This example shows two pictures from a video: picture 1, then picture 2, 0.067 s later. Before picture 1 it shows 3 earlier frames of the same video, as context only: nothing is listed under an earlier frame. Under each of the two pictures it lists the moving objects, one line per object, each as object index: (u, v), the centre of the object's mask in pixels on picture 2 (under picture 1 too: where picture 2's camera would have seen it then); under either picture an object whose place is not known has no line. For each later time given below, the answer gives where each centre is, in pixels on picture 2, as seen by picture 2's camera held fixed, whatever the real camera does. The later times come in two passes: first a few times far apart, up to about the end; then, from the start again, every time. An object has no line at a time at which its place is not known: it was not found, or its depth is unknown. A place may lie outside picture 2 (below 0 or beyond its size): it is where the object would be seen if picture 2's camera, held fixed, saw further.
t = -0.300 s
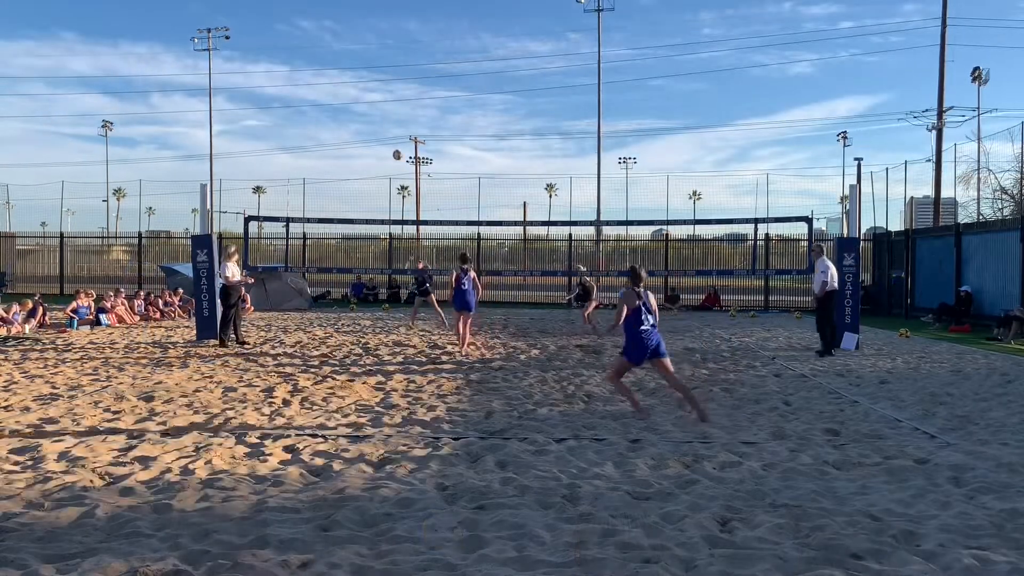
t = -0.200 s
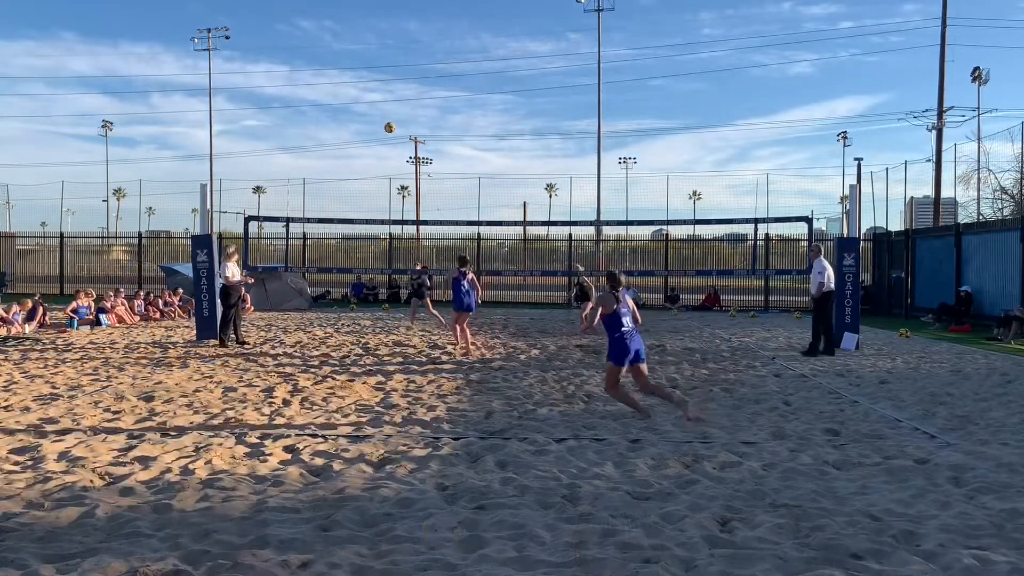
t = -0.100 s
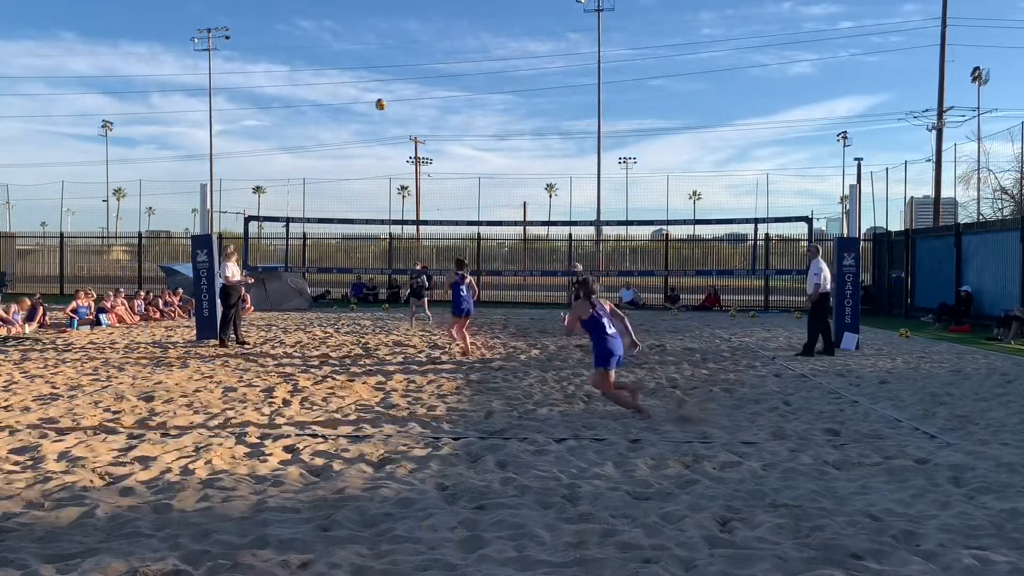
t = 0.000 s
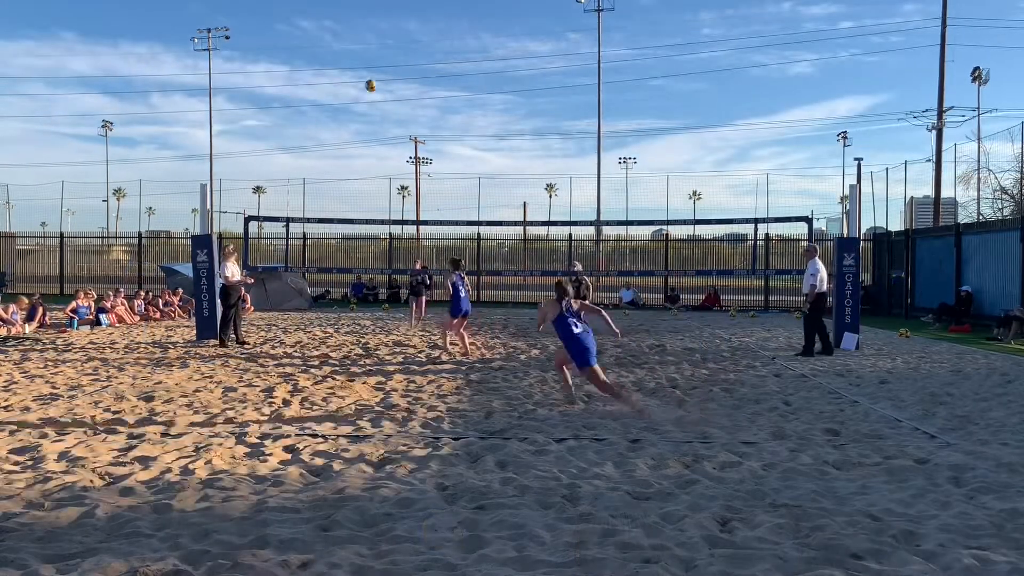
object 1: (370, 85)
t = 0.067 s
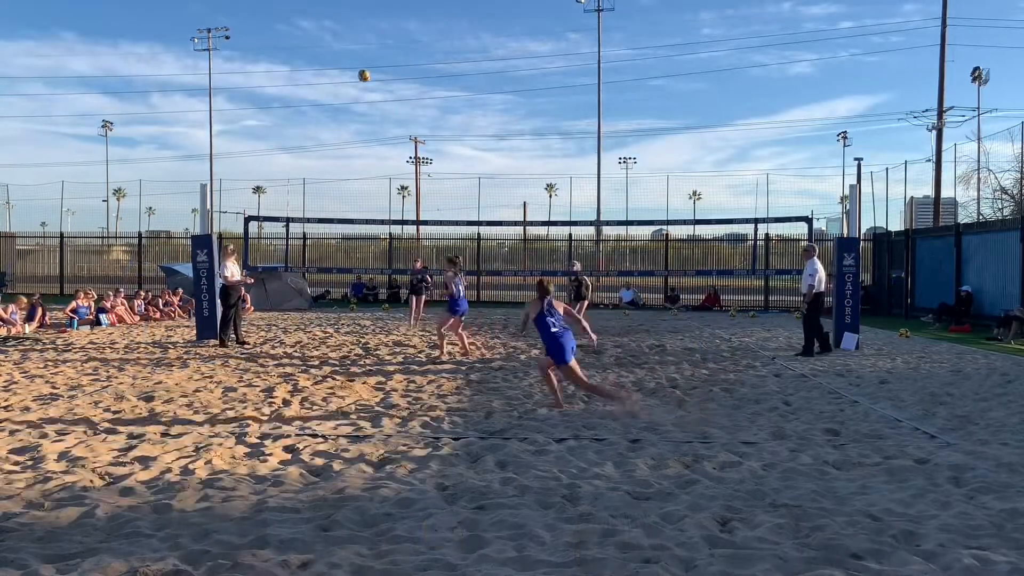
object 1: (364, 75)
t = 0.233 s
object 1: (345, 61)
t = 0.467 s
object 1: (316, 70)
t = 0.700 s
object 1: (285, 124)
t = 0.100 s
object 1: (360, 71)
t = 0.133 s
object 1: (356, 68)
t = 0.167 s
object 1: (353, 65)
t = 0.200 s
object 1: (349, 63)
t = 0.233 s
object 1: (345, 61)
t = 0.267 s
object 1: (341, 61)
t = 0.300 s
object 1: (338, 60)
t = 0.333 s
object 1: (334, 61)
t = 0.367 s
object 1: (330, 62)
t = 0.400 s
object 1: (325, 64)
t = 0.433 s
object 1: (321, 67)
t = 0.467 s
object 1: (316, 70)
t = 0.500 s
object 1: (312, 75)
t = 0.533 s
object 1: (307, 81)
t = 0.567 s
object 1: (303, 87)
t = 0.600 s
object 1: (299, 94)
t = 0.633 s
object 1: (294, 103)
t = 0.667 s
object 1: (290, 113)
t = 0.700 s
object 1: (285, 124)
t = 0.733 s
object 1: (280, 136)
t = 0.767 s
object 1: (275, 149)
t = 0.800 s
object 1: (269, 163)
